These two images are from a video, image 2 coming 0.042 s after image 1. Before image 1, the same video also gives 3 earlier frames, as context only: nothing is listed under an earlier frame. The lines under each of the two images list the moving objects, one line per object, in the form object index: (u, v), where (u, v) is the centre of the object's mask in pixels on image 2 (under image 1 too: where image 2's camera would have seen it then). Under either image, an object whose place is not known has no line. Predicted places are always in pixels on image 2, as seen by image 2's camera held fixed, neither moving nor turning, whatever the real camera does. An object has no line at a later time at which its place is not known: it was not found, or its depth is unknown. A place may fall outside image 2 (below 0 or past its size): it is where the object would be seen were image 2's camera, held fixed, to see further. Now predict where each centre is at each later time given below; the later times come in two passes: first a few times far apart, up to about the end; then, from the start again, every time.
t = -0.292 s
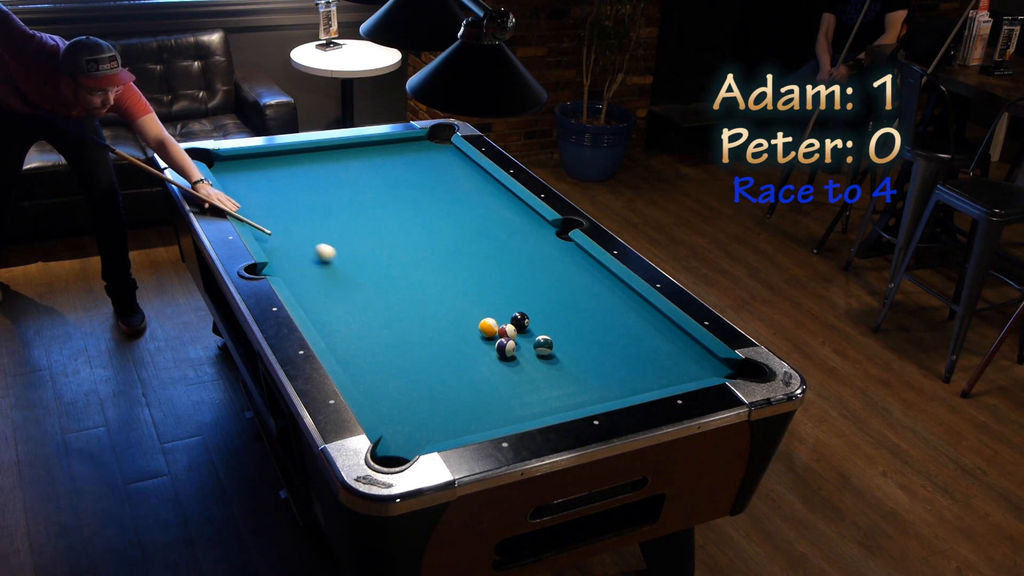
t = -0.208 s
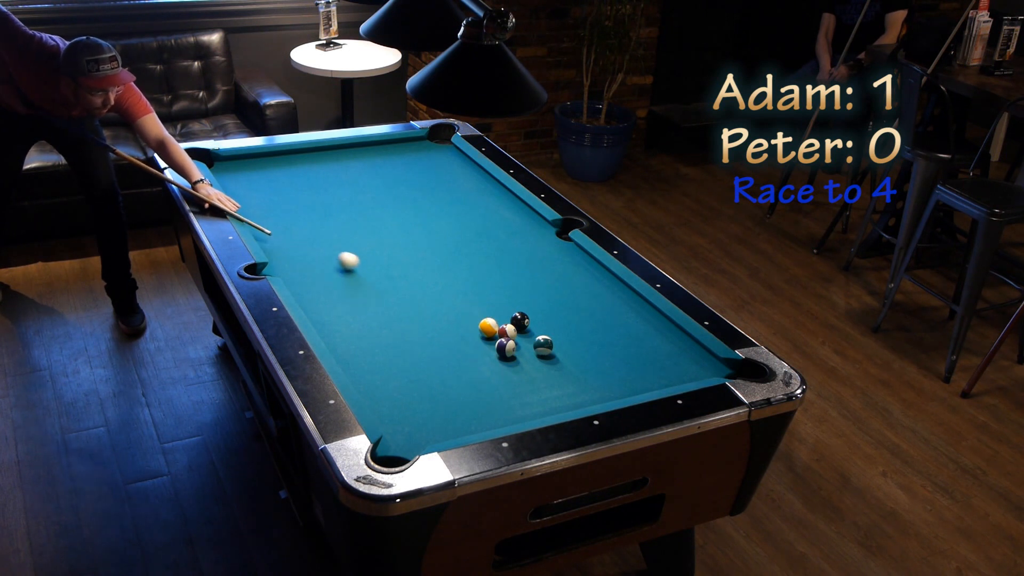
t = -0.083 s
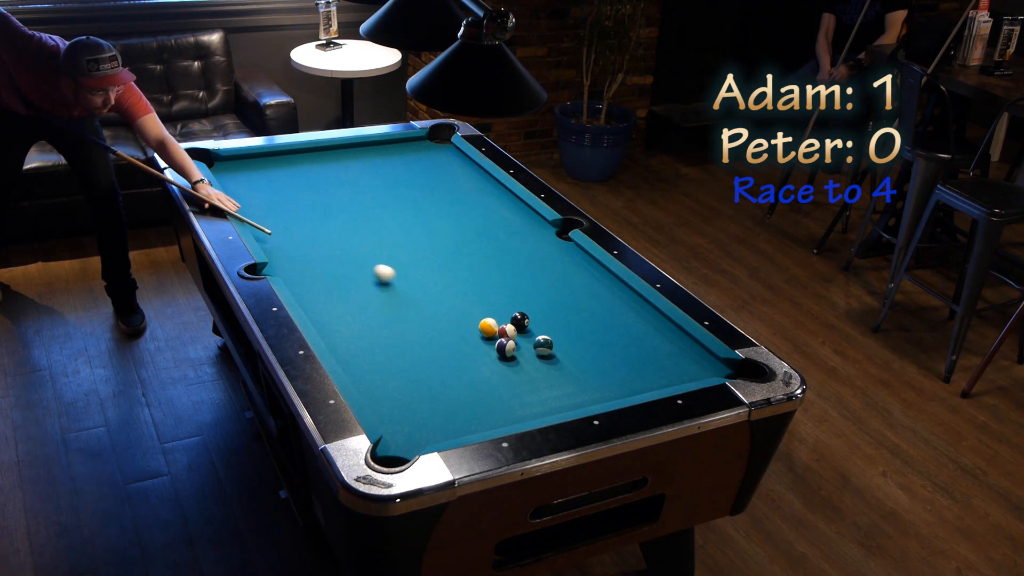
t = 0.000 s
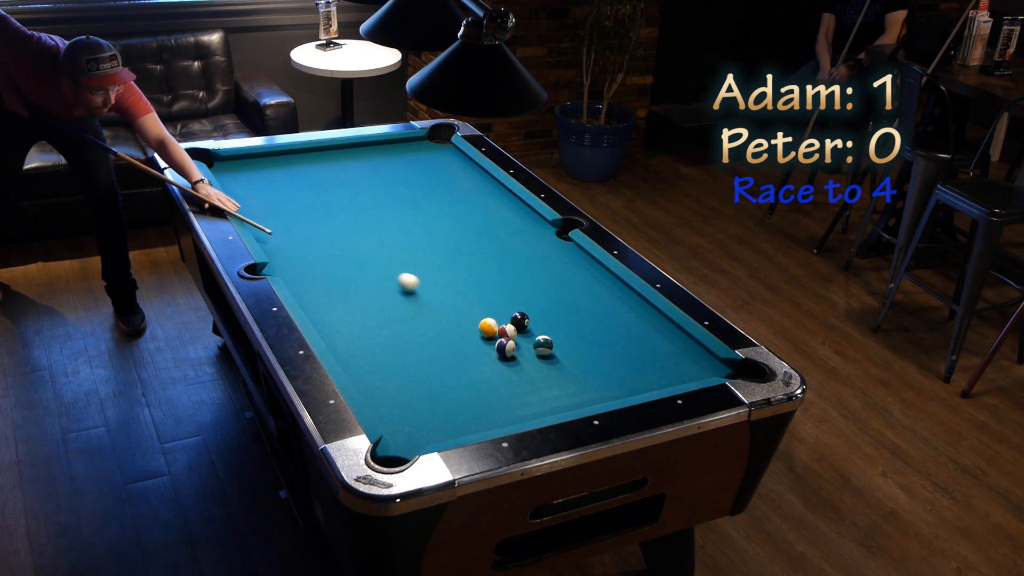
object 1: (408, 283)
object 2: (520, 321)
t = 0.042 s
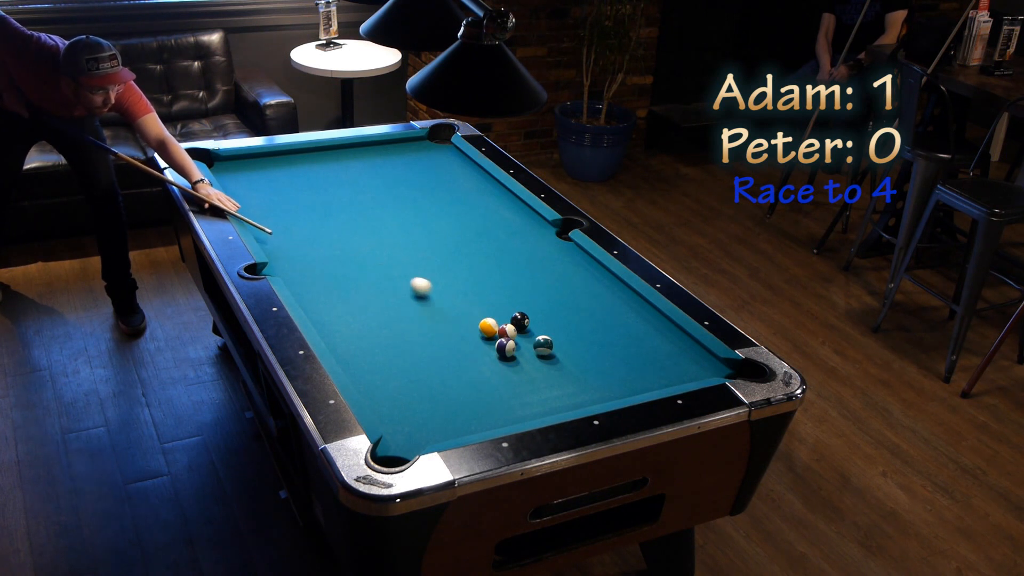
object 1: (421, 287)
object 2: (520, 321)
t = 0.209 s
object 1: (471, 305)
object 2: (520, 321)
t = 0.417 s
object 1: (504, 318)
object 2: (550, 328)
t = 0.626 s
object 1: (519, 325)
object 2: (596, 342)
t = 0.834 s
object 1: (531, 329)
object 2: (640, 354)
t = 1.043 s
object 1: (542, 330)
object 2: (686, 366)
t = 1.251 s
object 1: (554, 334)
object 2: (730, 374)
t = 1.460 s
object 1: (562, 339)
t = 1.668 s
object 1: (570, 341)
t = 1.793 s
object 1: (575, 342)
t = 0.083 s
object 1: (433, 291)
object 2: (520, 321)
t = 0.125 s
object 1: (445, 296)
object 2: (520, 321)
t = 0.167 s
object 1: (458, 300)
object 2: (520, 321)
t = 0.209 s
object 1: (471, 305)
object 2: (520, 321)
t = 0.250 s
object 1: (483, 309)
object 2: (520, 321)
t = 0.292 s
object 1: (497, 313)
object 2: (520, 321)
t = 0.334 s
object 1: (502, 316)
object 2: (528, 324)
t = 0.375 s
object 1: (502, 317)
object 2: (539, 326)
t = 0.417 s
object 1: (504, 318)
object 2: (550, 328)
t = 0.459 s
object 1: (507, 319)
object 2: (559, 331)
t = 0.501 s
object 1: (510, 321)
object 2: (568, 334)
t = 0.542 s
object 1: (513, 322)
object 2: (577, 336)
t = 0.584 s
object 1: (516, 324)
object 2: (586, 339)
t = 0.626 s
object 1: (519, 325)
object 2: (596, 342)
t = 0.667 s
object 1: (521, 326)
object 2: (604, 344)
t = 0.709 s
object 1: (523, 327)
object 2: (613, 346)
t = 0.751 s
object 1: (526, 328)
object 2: (623, 349)
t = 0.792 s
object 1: (528, 329)
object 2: (632, 352)
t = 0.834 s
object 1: (531, 329)
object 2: (640, 354)
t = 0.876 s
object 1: (533, 329)
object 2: (650, 357)
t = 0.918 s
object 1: (535, 329)
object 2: (659, 359)
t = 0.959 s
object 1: (537, 330)
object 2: (668, 361)
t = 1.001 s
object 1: (540, 330)
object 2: (677, 363)
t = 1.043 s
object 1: (542, 330)
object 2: (686, 366)
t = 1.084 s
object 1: (545, 330)
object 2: (695, 368)
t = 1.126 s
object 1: (547, 331)
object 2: (704, 370)
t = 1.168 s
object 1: (550, 332)
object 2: (713, 371)
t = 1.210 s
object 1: (552, 333)
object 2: (723, 372)
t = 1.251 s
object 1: (554, 334)
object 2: (730, 374)
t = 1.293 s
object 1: (556, 335)
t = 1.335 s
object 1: (558, 336)
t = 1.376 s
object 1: (559, 337)
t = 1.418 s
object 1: (561, 337)
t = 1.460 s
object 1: (562, 339)
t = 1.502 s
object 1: (564, 339)
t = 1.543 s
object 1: (566, 339)
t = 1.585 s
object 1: (567, 340)
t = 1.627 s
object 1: (569, 340)
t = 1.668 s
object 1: (570, 341)
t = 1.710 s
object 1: (572, 341)
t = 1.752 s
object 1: (573, 342)
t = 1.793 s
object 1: (575, 342)
